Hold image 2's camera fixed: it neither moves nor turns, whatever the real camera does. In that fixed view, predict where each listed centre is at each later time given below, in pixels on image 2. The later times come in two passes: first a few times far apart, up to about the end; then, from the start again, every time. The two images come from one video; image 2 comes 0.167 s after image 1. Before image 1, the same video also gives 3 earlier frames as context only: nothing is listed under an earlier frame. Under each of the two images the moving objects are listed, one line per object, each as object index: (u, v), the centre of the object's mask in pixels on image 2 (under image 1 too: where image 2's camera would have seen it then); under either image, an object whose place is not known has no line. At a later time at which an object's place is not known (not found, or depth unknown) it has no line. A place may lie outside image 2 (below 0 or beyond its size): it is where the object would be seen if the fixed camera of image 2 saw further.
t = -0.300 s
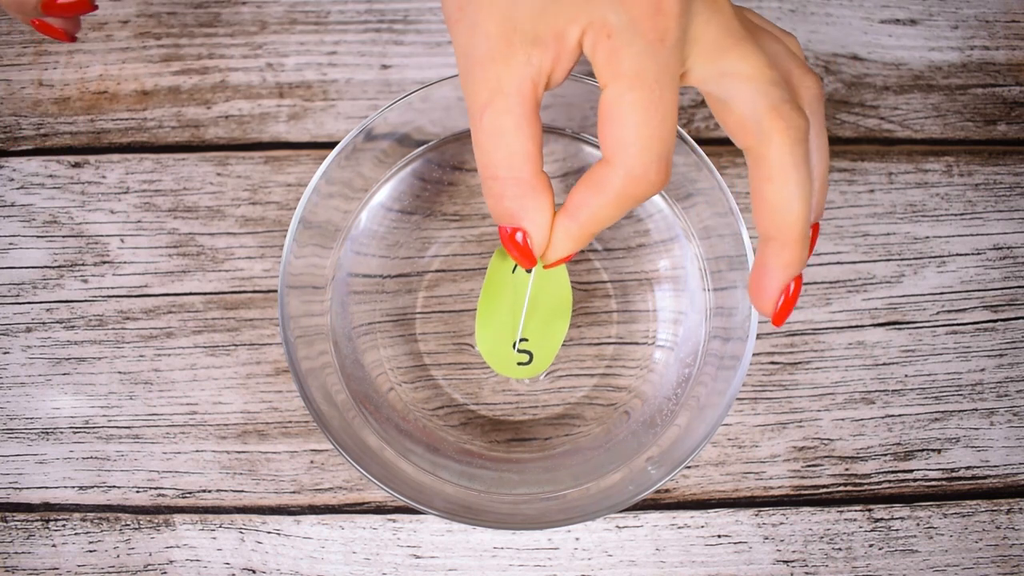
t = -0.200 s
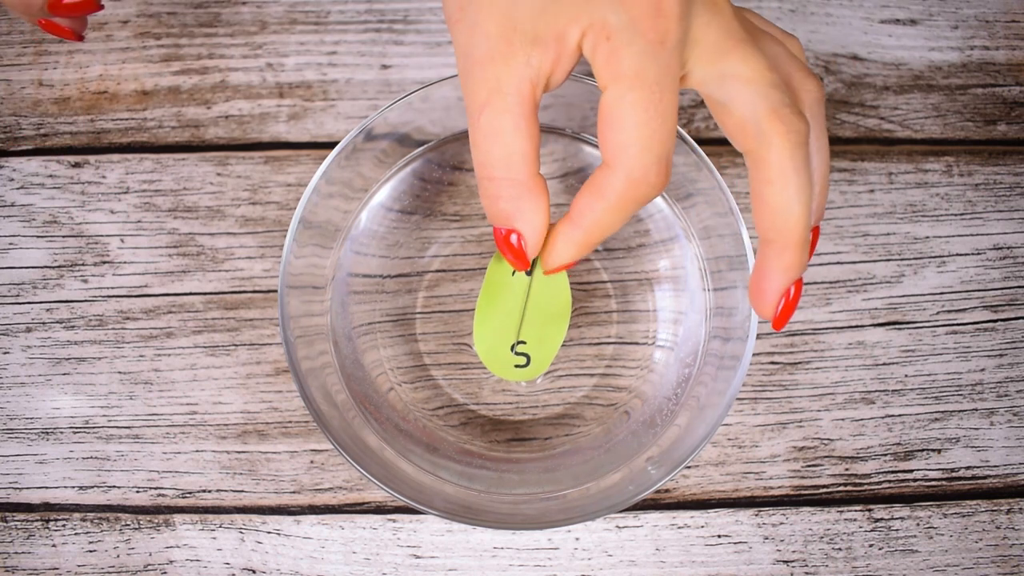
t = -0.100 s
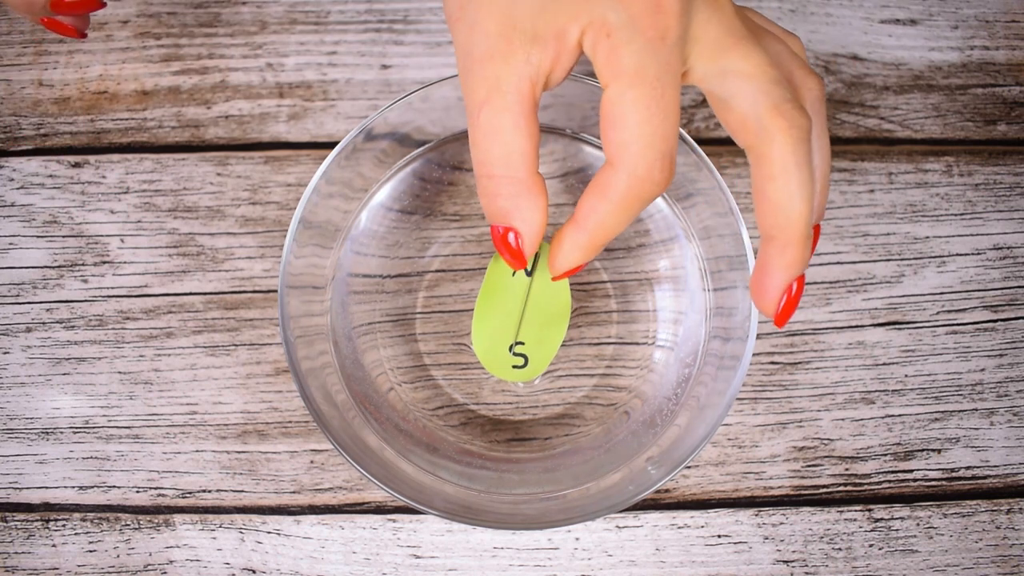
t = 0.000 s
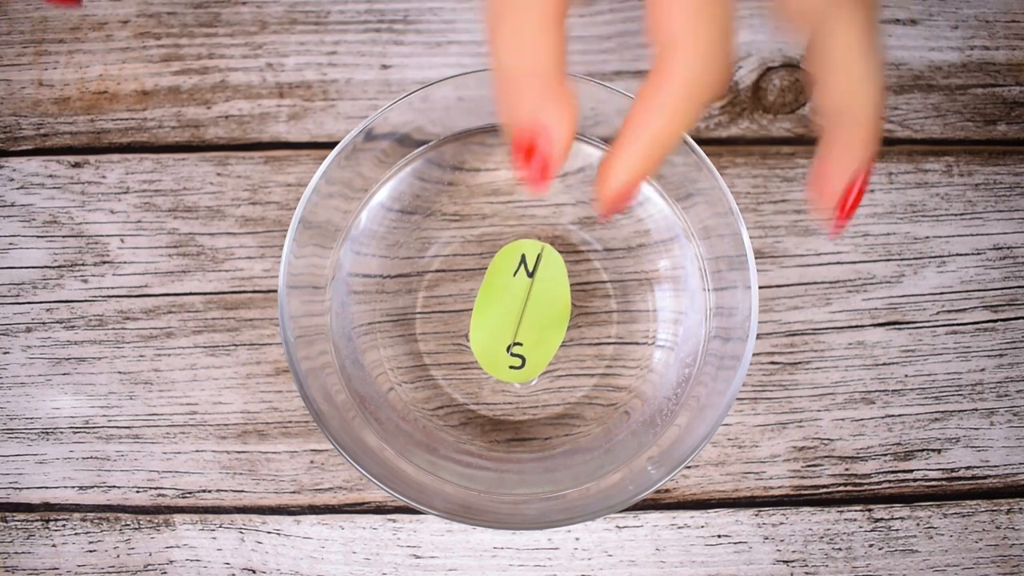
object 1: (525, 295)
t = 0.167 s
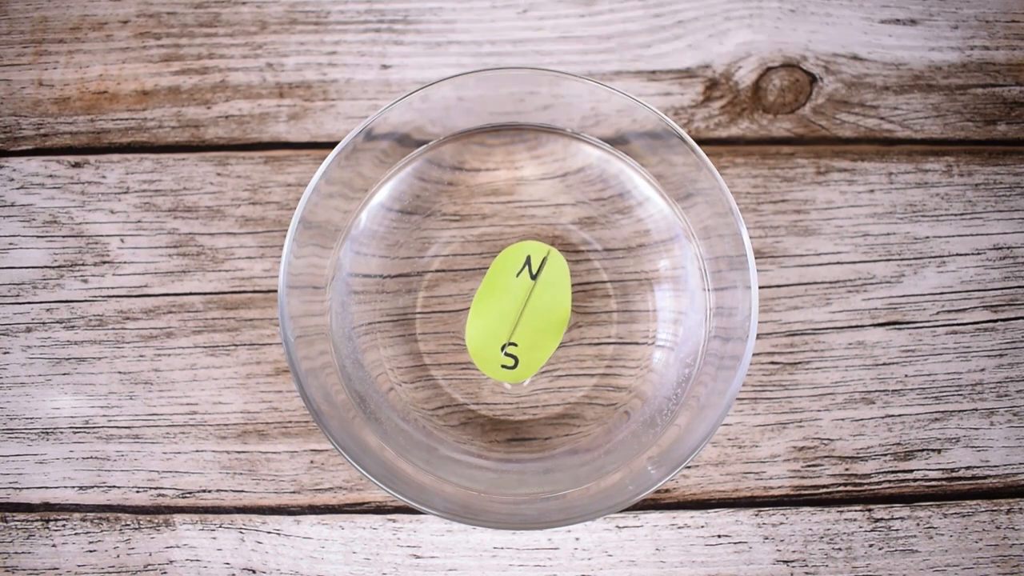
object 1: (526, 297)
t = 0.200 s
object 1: (526, 298)
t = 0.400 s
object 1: (530, 296)
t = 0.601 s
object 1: (524, 309)
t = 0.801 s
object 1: (527, 308)
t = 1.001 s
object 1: (528, 308)
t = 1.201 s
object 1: (530, 308)
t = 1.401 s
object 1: (531, 309)
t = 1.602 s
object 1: (531, 310)
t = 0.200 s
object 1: (526, 298)
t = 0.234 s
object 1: (526, 298)
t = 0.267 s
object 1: (527, 296)
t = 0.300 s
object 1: (527, 298)
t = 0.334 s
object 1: (528, 297)
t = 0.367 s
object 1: (529, 297)
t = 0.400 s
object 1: (530, 296)
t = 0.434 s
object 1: (530, 296)
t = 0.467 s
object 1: (531, 297)
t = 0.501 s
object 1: (532, 297)
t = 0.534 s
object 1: (533, 298)
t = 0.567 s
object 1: (530, 300)
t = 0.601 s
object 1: (524, 309)
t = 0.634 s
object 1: (524, 309)
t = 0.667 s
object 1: (525, 308)
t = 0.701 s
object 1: (526, 308)
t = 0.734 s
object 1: (526, 308)
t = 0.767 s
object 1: (527, 308)
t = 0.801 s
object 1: (527, 308)
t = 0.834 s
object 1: (527, 308)
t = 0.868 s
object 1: (528, 307)
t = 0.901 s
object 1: (527, 308)
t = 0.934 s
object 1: (527, 308)
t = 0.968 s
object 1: (528, 308)
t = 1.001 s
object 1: (528, 308)
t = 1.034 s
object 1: (529, 308)
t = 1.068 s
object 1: (530, 308)
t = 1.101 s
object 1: (530, 308)
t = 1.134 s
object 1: (530, 308)
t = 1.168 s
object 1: (530, 308)
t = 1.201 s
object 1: (530, 308)
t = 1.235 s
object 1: (531, 308)
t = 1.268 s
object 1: (531, 308)
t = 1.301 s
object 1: (532, 308)
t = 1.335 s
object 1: (532, 308)
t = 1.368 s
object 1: (531, 309)
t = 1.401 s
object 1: (531, 309)
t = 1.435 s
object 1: (531, 309)
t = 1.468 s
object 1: (532, 309)
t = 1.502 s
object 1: (532, 309)
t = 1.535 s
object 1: (532, 309)
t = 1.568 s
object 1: (532, 309)
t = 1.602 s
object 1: (531, 310)
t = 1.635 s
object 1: (531, 310)
